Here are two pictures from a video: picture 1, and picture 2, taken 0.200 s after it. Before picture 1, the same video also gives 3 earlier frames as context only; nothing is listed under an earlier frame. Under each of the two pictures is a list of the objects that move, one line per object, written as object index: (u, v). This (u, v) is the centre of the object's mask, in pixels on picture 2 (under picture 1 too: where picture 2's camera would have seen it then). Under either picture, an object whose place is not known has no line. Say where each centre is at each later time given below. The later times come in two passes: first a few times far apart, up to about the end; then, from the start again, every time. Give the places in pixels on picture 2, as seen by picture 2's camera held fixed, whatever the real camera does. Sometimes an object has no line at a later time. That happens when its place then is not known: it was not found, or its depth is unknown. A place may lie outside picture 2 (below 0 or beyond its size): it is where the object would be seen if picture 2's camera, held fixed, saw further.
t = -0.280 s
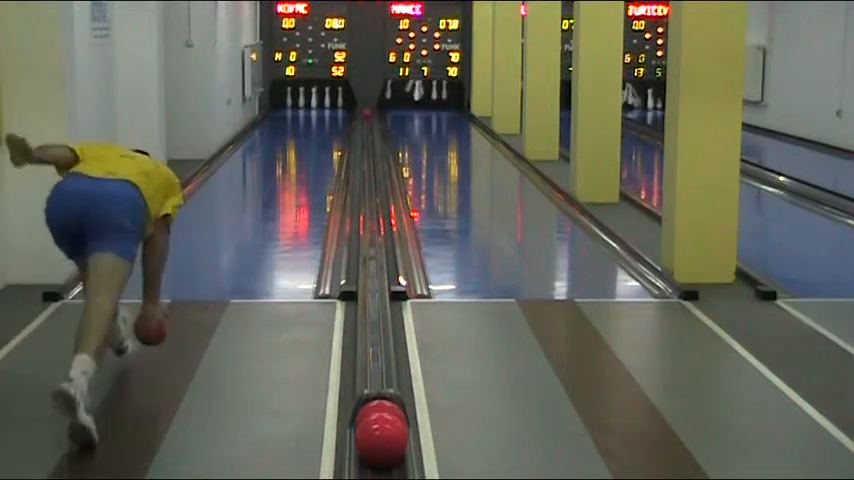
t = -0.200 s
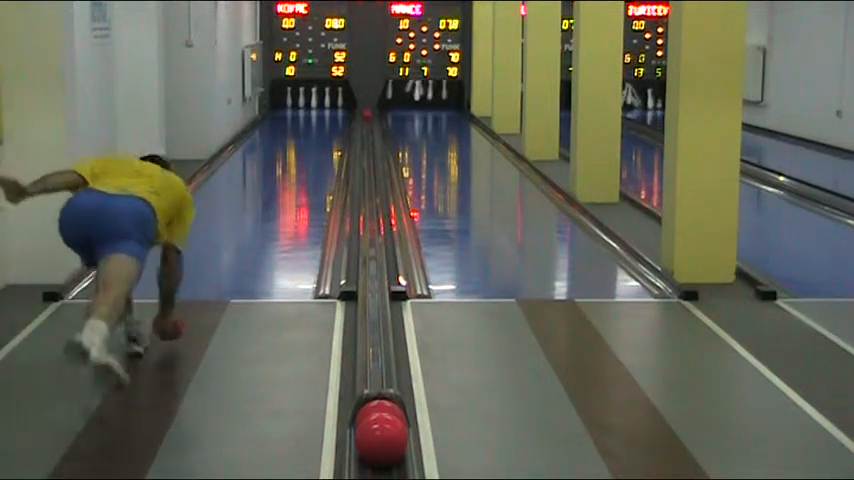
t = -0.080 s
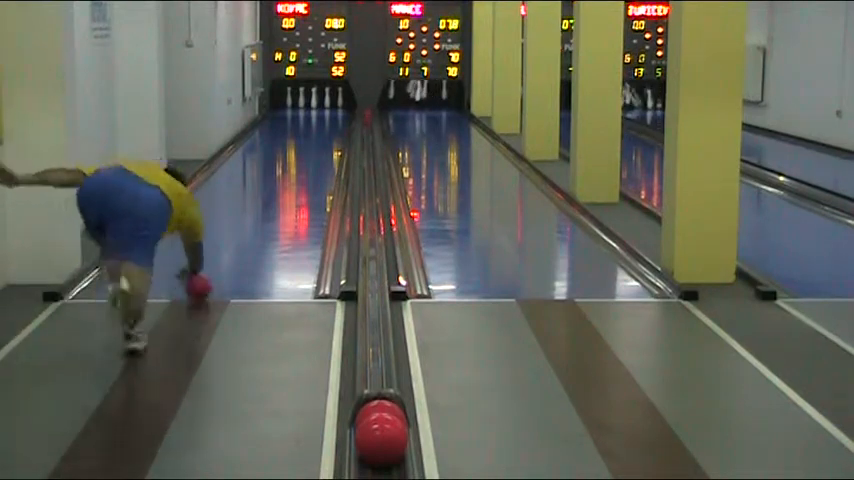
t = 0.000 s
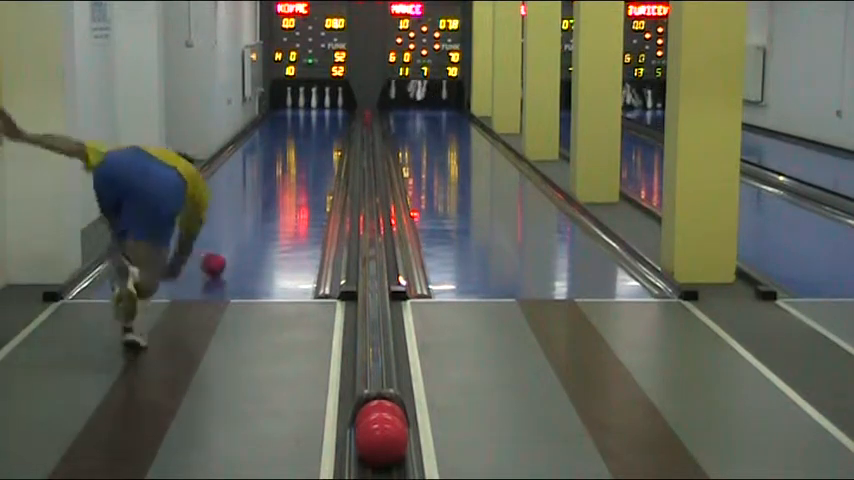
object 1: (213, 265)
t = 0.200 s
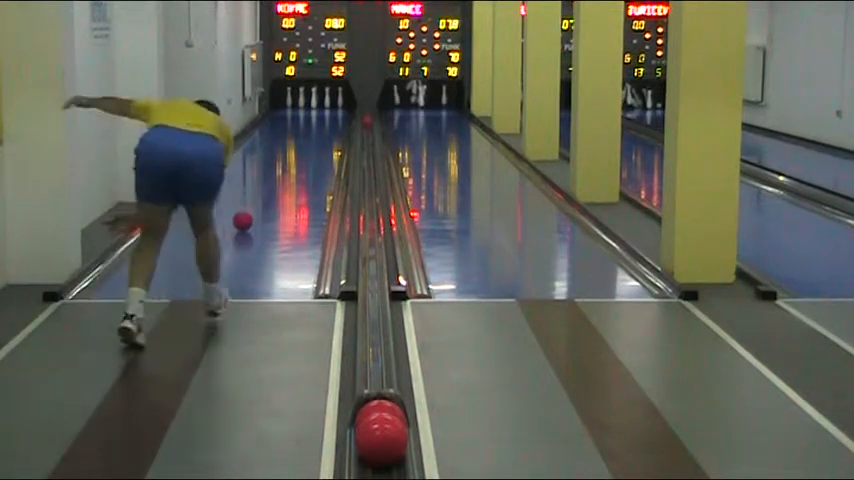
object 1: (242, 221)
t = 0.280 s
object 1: (251, 208)
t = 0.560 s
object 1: (272, 175)
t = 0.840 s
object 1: (289, 151)
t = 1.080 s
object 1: (298, 136)
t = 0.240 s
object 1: (246, 214)
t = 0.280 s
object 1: (251, 208)
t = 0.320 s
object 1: (255, 202)
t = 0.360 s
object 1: (258, 197)
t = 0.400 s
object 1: (262, 192)
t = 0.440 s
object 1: (264, 188)
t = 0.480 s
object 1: (267, 183)
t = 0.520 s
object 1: (268, 180)
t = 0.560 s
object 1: (272, 175)
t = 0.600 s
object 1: (275, 171)
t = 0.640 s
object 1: (277, 167)
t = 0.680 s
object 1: (278, 165)
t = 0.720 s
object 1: (282, 161)
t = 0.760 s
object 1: (285, 157)
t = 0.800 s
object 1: (287, 154)
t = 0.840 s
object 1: (289, 151)
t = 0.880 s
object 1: (290, 149)
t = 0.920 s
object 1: (292, 147)
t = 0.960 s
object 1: (295, 142)
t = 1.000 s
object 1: (296, 140)
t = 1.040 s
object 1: (298, 137)
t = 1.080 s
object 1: (298, 136)
